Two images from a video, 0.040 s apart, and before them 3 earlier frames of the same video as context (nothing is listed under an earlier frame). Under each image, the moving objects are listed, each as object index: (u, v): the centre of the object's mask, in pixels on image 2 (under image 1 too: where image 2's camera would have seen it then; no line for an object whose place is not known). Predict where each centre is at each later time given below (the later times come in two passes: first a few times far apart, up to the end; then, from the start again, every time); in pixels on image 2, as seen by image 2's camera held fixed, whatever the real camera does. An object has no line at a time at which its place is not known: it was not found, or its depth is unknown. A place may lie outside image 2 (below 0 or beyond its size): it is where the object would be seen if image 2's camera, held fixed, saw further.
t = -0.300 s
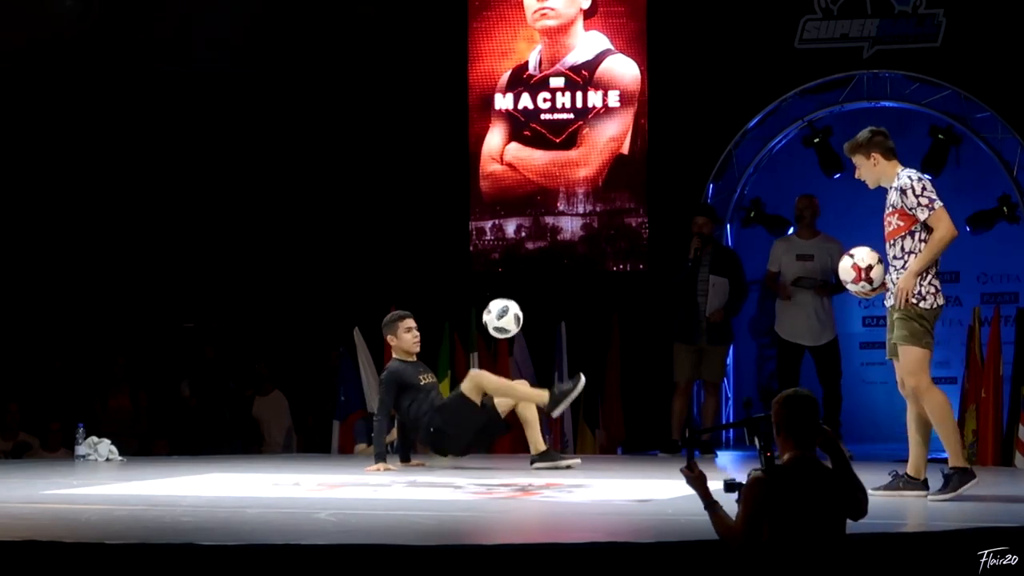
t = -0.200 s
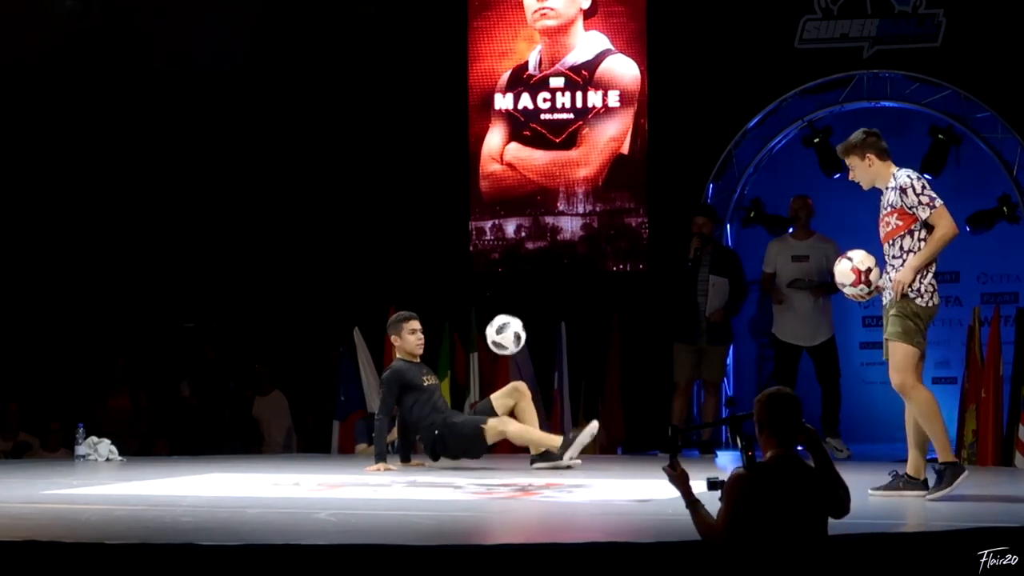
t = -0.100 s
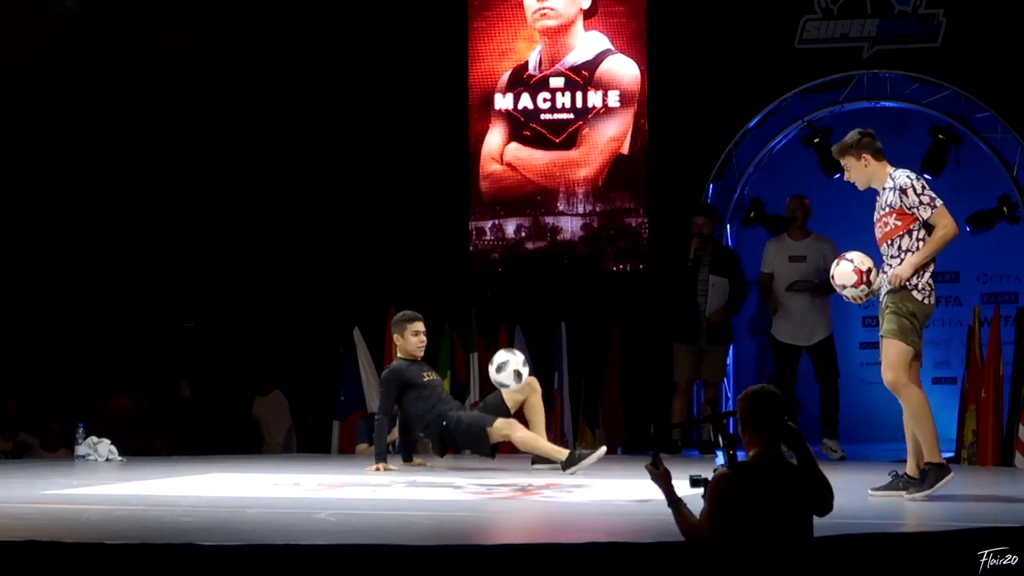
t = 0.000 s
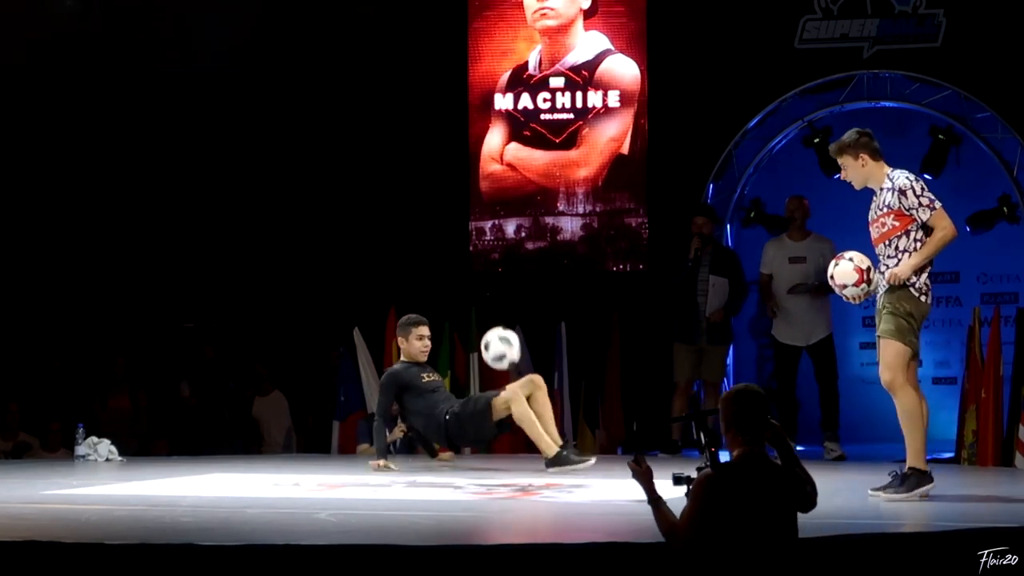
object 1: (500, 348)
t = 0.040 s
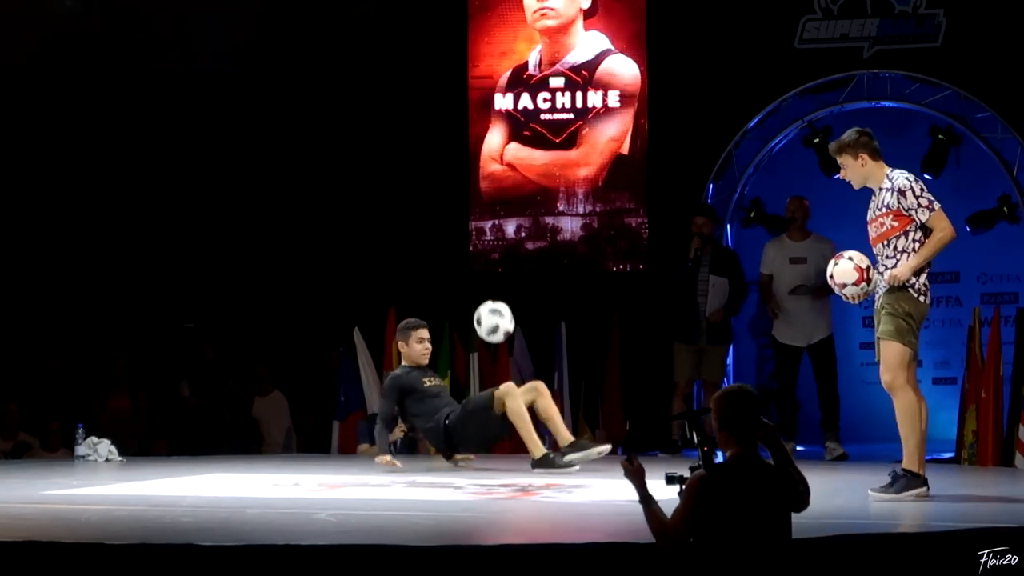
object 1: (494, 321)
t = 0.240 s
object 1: (460, 229)
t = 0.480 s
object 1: (418, 212)
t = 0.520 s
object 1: (411, 219)
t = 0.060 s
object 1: (490, 309)
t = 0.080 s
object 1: (487, 297)
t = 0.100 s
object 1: (484, 286)
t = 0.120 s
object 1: (480, 276)
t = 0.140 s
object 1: (477, 266)
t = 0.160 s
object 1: (473, 257)
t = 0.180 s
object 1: (470, 249)
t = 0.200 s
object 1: (467, 242)
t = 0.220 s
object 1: (463, 235)
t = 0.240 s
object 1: (460, 229)
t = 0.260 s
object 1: (456, 224)
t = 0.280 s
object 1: (453, 219)
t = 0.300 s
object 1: (450, 215)
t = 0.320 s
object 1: (446, 212)
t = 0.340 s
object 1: (443, 210)
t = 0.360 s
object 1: (439, 208)
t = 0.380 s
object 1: (436, 207)
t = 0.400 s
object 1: (432, 206)
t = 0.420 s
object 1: (429, 207)
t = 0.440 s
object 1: (425, 208)
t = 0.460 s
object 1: (422, 210)
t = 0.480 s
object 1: (418, 212)
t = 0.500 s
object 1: (415, 215)
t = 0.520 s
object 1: (411, 219)
